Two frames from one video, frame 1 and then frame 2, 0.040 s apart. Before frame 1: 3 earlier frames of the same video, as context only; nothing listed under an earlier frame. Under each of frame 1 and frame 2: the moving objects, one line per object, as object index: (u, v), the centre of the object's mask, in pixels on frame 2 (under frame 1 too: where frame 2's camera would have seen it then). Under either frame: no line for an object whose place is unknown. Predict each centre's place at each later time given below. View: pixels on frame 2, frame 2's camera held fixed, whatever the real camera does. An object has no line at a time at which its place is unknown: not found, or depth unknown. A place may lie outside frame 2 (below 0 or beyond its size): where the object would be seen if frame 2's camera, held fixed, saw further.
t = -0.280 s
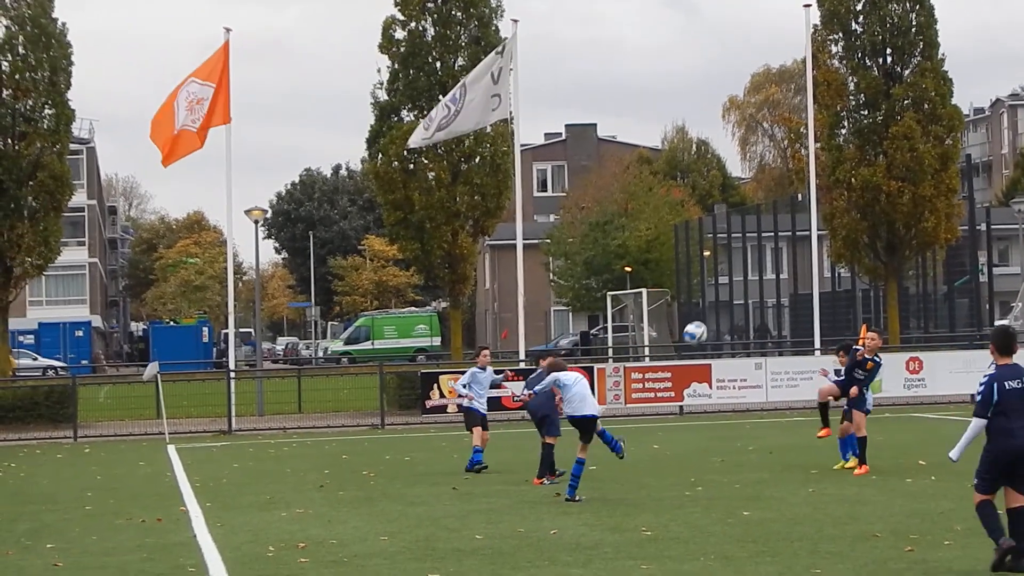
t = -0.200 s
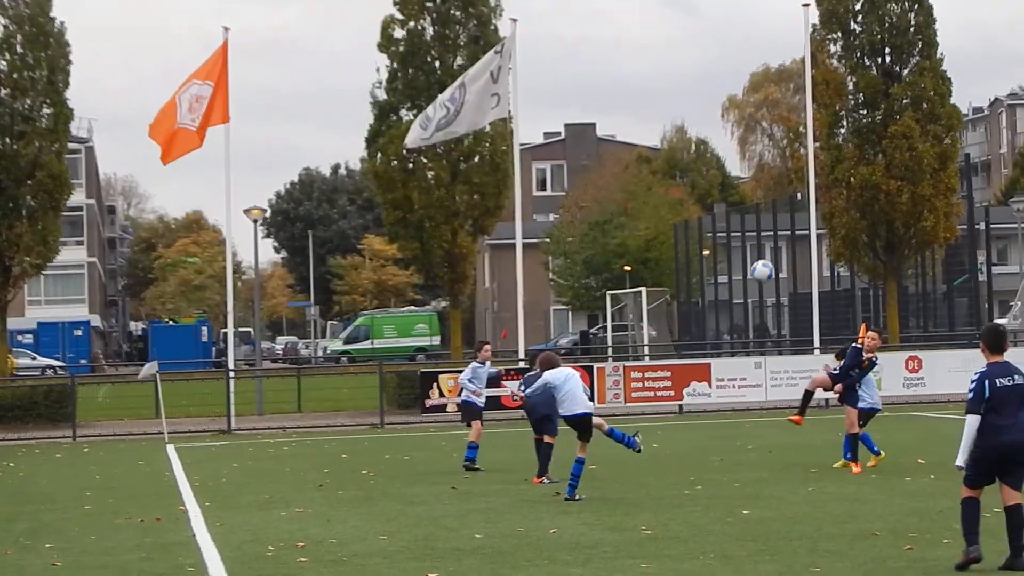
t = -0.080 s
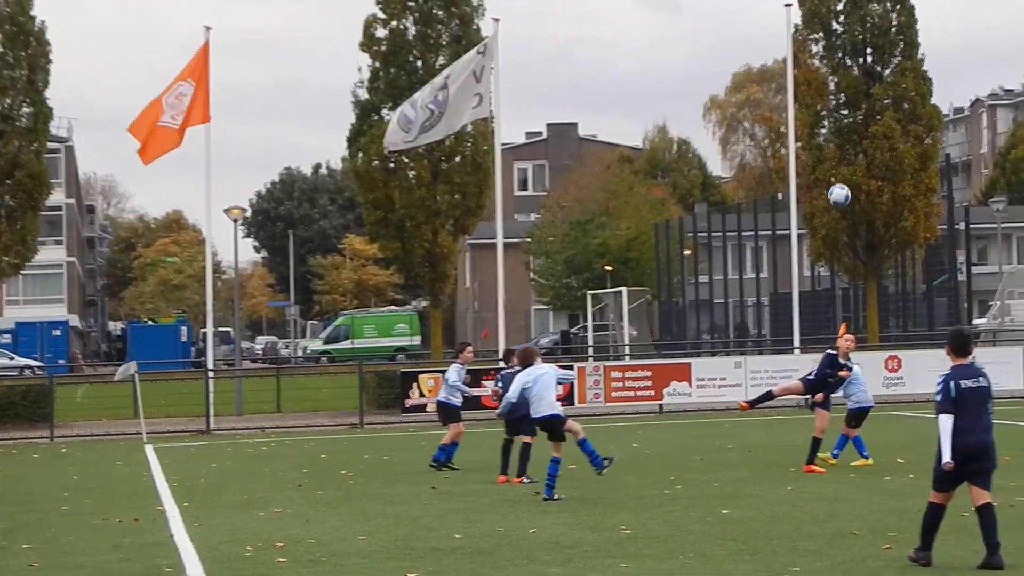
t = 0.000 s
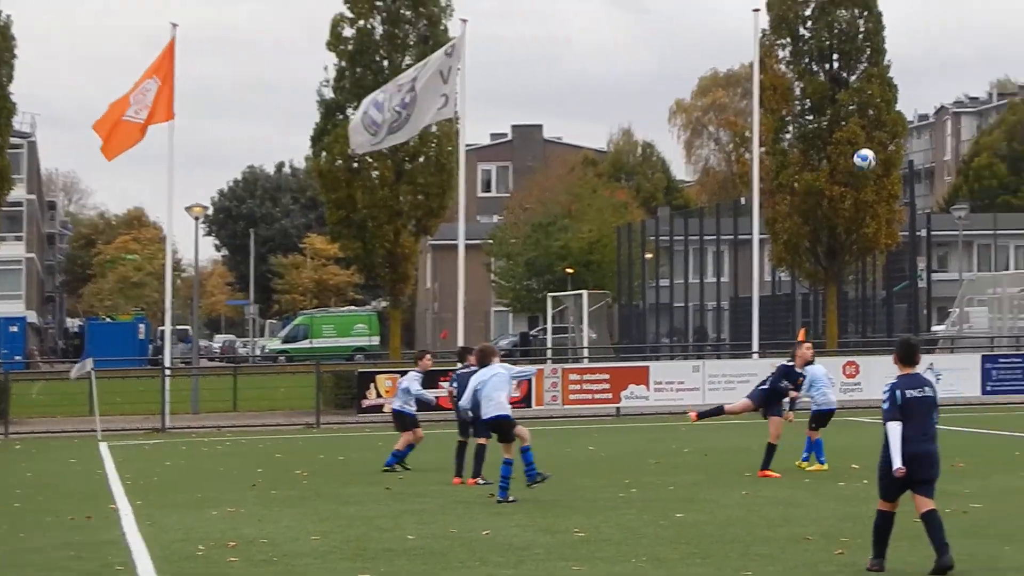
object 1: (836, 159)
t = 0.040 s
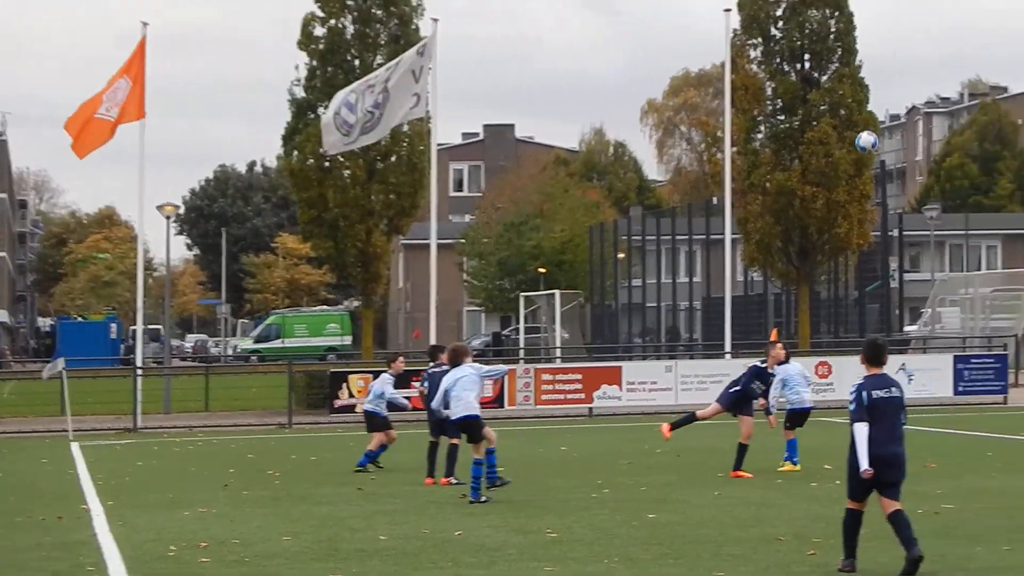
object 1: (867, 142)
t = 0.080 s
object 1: (897, 124)
